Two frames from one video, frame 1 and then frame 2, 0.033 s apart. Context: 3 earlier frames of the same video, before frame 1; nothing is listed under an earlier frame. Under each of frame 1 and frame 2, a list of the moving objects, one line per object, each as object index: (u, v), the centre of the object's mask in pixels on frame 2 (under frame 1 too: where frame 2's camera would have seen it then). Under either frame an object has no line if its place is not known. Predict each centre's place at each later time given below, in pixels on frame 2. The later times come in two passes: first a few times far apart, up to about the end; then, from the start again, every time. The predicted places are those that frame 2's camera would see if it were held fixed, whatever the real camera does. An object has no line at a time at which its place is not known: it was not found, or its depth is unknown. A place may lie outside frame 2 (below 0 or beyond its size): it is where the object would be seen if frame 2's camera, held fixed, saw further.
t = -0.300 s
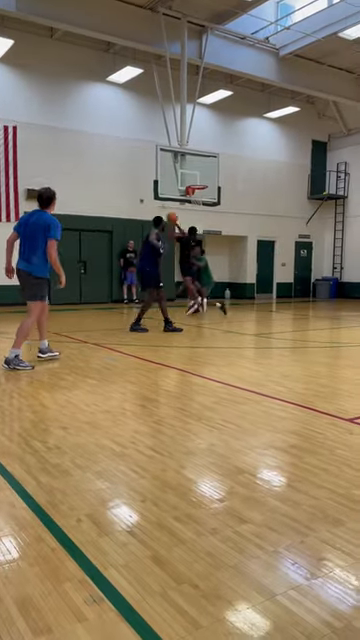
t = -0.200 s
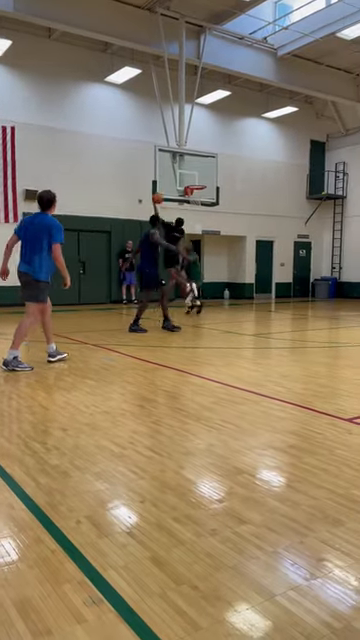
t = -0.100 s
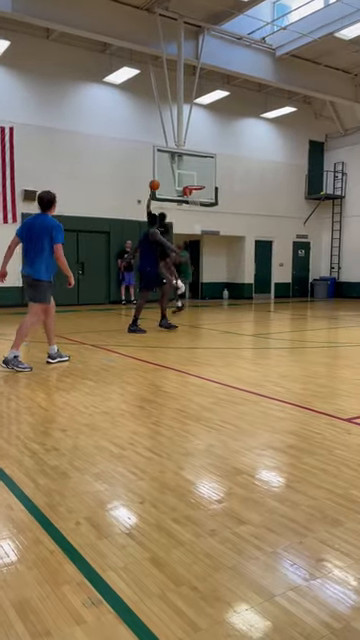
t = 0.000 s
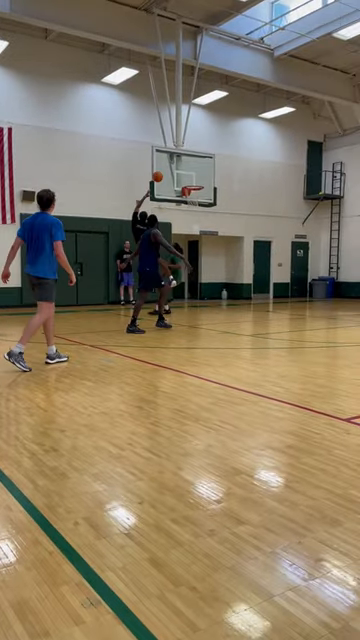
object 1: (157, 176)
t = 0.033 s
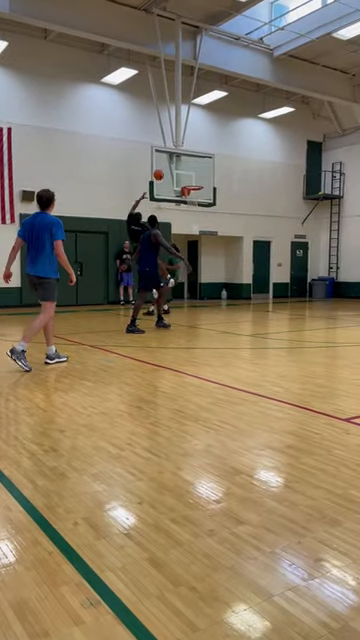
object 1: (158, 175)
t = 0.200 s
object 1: (165, 172)
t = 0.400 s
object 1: (183, 179)
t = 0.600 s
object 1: (196, 182)
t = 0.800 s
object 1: (198, 184)
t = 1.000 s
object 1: (197, 188)
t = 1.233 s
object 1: (192, 207)
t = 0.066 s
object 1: (160, 173)
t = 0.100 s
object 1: (161, 173)
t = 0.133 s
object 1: (163, 172)
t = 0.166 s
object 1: (164, 172)
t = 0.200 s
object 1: (165, 172)
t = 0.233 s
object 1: (166, 173)
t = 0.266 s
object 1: (170, 173)
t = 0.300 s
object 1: (173, 174)
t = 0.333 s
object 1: (176, 175)
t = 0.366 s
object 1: (180, 177)
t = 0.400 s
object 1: (183, 179)
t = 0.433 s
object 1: (187, 180)
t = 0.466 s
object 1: (188, 181)
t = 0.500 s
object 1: (190, 180)
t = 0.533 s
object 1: (192, 181)
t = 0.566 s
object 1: (194, 181)
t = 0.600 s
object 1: (196, 182)
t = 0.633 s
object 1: (197, 183)
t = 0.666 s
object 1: (197, 182)
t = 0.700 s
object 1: (198, 182)
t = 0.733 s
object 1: (198, 182)
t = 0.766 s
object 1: (198, 184)
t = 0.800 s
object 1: (198, 184)
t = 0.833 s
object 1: (198, 184)
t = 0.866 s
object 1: (198, 185)
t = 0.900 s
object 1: (197, 185)
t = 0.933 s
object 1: (197, 186)
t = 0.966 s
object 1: (197, 187)
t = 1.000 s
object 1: (197, 188)
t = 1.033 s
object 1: (197, 190)
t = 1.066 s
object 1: (196, 193)
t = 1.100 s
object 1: (195, 195)
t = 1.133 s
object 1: (194, 197)
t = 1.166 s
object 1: (193, 200)
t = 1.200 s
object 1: (193, 204)
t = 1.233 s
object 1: (192, 207)
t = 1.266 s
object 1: (191, 212)
